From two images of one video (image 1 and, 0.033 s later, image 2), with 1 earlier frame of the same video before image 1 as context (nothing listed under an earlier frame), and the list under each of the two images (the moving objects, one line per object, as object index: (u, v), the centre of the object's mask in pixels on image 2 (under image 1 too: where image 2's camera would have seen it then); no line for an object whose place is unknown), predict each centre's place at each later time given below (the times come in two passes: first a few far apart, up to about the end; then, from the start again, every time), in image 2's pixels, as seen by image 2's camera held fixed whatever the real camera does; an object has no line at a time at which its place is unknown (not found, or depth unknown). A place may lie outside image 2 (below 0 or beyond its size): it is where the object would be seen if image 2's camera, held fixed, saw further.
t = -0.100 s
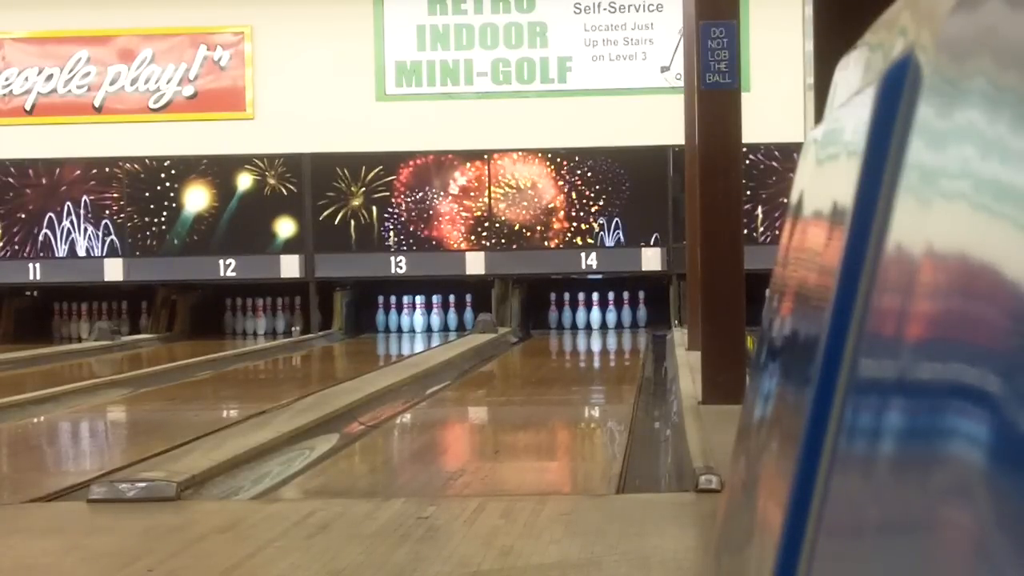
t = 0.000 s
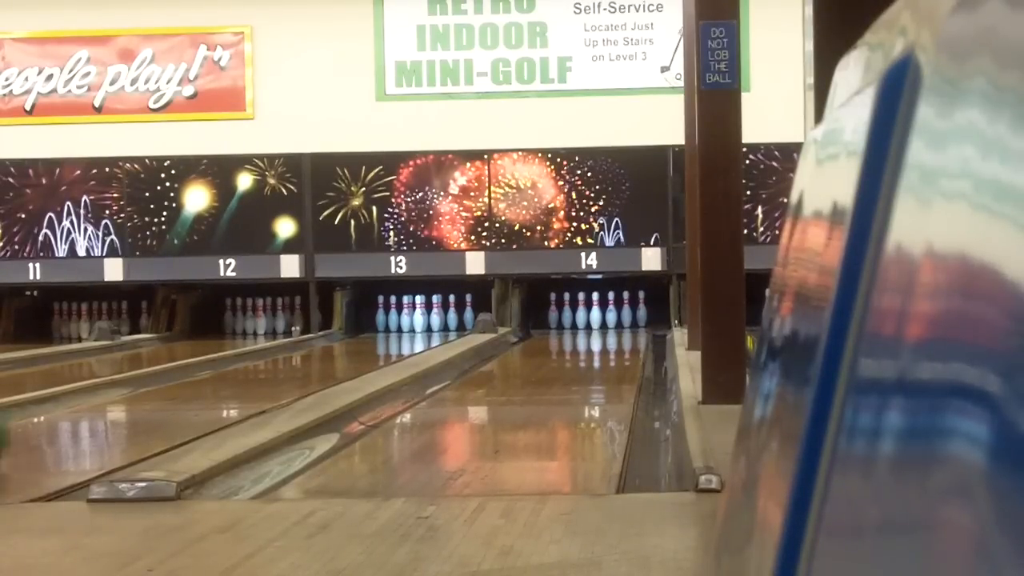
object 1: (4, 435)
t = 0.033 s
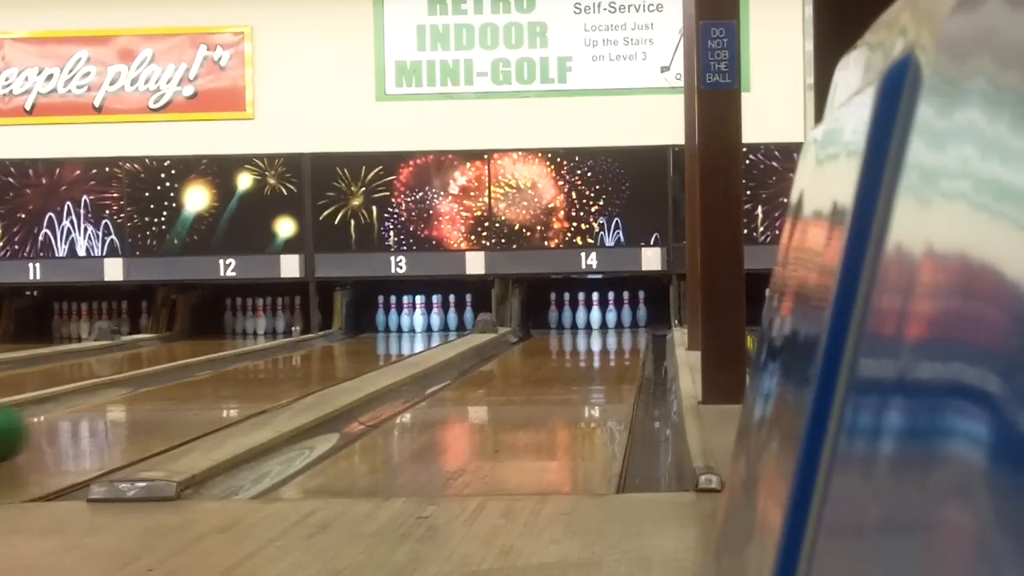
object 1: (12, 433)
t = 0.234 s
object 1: (94, 409)
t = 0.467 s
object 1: (178, 390)
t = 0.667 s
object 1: (234, 377)
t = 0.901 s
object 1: (285, 365)
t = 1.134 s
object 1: (326, 355)
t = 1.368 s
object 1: (358, 348)
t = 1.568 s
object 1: (381, 343)
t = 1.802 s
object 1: (405, 338)
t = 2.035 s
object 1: (425, 333)
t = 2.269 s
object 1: (441, 329)
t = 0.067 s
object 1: (21, 428)
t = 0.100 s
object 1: (33, 424)
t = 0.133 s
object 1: (50, 420)
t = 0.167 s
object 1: (66, 416)
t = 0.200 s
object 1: (81, 412)
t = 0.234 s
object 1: (94, 409)
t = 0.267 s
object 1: (108, 407)
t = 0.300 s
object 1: (121, 403)
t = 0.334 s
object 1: (134, 400)
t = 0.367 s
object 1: (146, 397)
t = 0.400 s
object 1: (156, 394)
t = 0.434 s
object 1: (168, 392)
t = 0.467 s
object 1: (178, 390)
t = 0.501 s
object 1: (189, 387)
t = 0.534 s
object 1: (198, 385)
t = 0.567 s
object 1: (208, 382)
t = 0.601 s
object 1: (217, 380)
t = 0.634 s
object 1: (225, 379)
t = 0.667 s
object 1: (234, 377)
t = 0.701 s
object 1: (242, 375)
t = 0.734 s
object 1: (249, 373)
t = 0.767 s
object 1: (258, 372)
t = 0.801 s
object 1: (265, 370)
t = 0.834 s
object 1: (272, 368)
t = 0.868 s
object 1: (278, 367)
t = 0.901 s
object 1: (285, 365)
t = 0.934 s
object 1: (291, 363)
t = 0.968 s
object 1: (297, 362)
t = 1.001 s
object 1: (304, 360)
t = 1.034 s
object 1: (309, 360)
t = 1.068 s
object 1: (314, 359)
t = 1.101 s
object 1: (321, 356)
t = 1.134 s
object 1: (326, 355)
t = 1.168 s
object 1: (330, 354)
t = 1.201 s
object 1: (335, 353)
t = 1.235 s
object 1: (340, 351)
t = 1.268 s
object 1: (345, 350)
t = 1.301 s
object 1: (350, 350)
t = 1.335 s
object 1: (354, 349)
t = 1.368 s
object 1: (358, 348)
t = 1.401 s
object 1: (362, 347)
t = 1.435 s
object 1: (367, 347)
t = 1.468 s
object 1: (370, 346)
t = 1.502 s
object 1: (373, 344)
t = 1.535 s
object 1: (378, 344)
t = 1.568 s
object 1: (381, 343)
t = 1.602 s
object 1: (385, 342)
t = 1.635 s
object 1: (388, 341)
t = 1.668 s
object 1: (391, 340)
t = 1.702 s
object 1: (396, 339)
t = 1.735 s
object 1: (399, 339)
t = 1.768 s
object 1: (402, 339)
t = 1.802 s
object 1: (405, 338)
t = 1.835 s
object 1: (408, 337)
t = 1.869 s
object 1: (411, 336)
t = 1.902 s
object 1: (414, 336)
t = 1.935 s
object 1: (417, 335)
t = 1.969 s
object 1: (420, 335)
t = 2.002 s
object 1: (422, 334)
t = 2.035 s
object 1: (425, 333)
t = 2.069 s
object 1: (427, 332)
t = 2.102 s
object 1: (430, 332)
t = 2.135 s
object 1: (432, 331)
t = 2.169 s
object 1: (436, 331)
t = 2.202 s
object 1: (437, 330)
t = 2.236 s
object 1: (439, 330)
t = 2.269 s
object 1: (441, 329)
